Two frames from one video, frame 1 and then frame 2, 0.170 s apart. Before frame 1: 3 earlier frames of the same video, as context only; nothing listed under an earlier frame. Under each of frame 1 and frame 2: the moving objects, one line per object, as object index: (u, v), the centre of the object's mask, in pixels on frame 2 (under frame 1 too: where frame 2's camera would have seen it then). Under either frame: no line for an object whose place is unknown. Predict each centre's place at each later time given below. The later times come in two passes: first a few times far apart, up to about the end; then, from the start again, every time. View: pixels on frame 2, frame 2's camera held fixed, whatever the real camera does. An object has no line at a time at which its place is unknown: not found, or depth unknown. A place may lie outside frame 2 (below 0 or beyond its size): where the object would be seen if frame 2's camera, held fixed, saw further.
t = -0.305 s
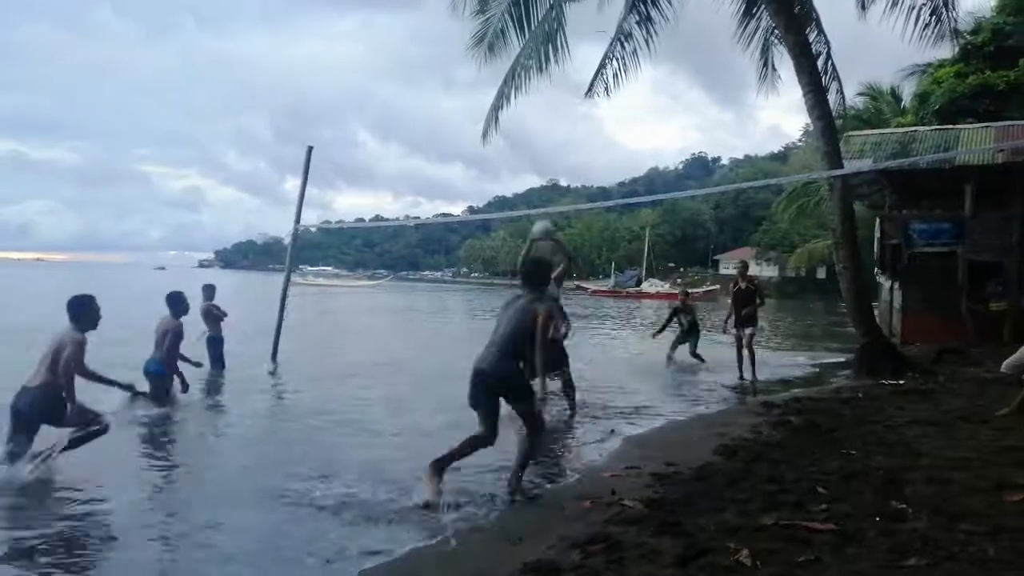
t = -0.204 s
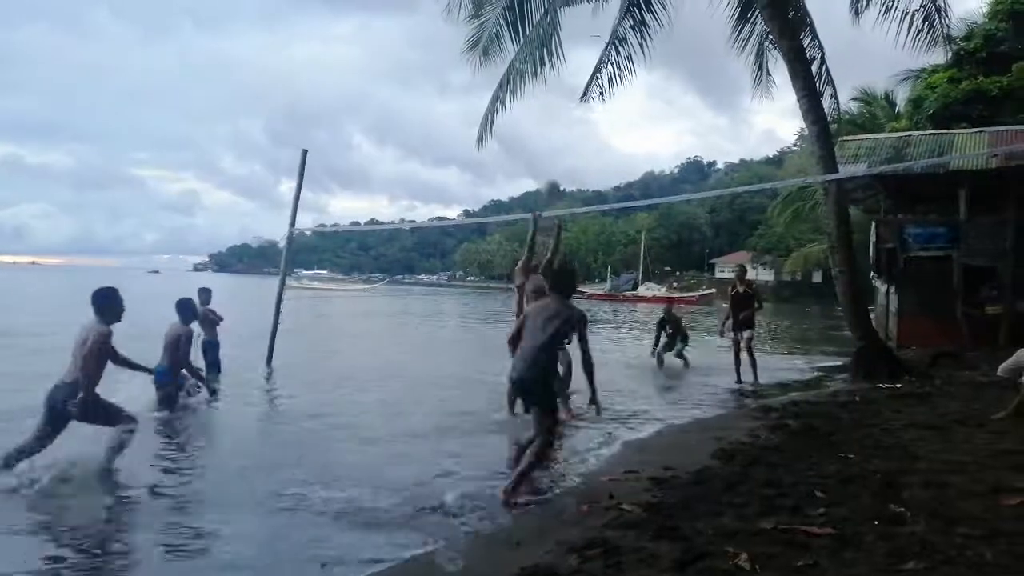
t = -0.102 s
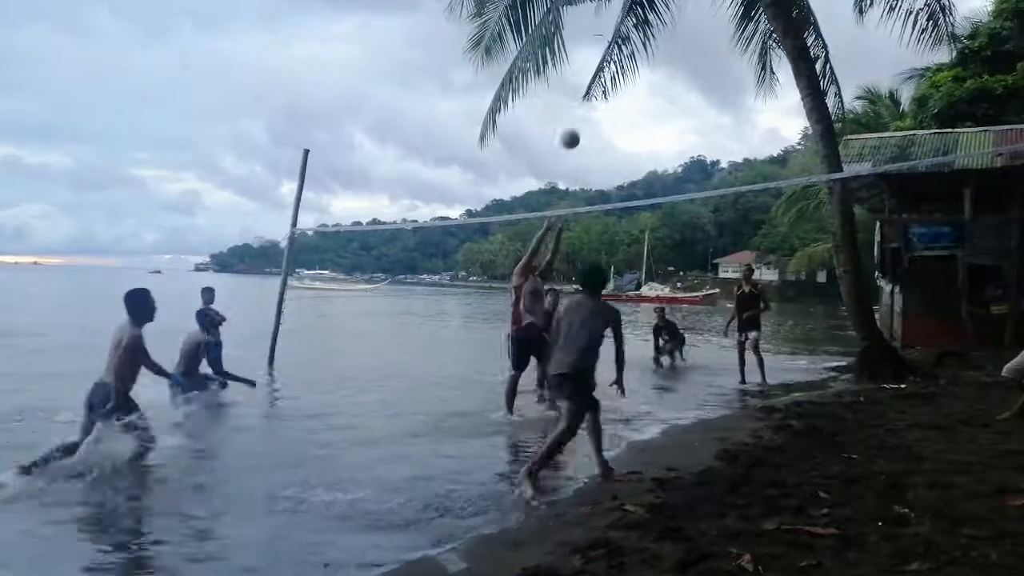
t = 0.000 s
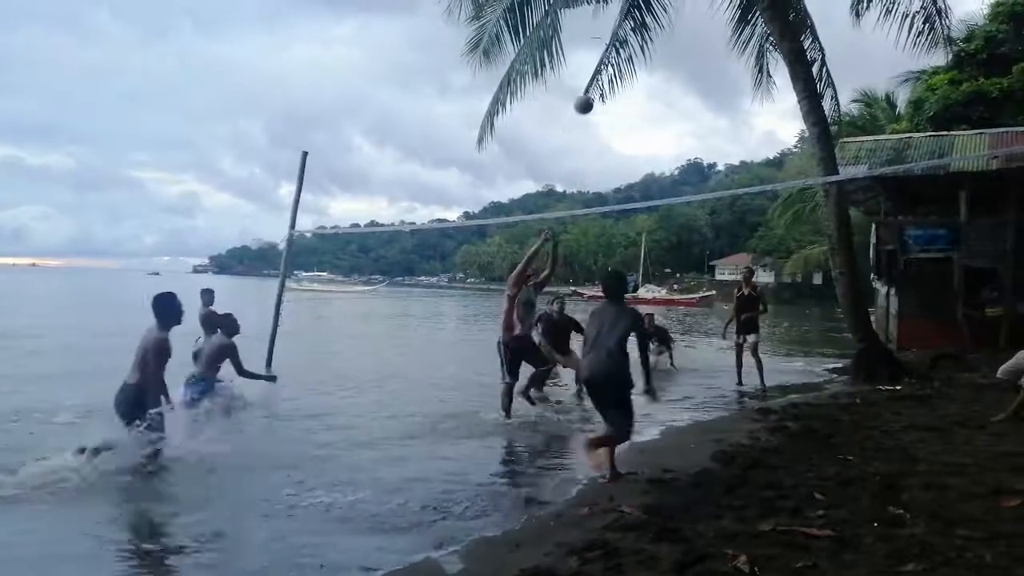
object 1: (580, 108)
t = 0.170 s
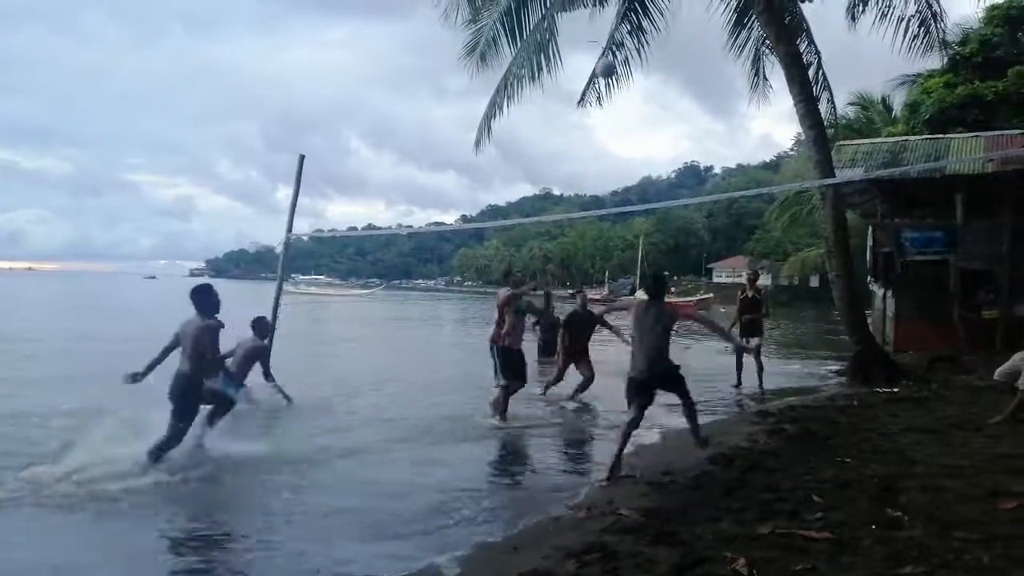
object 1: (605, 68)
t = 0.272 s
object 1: (620, 59)
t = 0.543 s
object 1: (656, 79)
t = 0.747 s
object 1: (679, 142)
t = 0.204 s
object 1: (611, 64)
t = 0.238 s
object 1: (616, 60)
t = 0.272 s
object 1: (620, 59)
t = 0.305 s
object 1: (626, 58)
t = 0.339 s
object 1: (630, 57)
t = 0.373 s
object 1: (635, 59)
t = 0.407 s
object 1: (638, 60)
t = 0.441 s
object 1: (644, 64)
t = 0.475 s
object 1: (648, 69)
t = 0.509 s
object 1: (652, 73)
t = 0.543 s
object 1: (656, 79)
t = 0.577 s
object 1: (661, 87)
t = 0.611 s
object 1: (666, 95)
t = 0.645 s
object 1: (670, 106)
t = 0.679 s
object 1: (674, 117)
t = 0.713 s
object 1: (677, 129)
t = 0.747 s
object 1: (679, 142)
